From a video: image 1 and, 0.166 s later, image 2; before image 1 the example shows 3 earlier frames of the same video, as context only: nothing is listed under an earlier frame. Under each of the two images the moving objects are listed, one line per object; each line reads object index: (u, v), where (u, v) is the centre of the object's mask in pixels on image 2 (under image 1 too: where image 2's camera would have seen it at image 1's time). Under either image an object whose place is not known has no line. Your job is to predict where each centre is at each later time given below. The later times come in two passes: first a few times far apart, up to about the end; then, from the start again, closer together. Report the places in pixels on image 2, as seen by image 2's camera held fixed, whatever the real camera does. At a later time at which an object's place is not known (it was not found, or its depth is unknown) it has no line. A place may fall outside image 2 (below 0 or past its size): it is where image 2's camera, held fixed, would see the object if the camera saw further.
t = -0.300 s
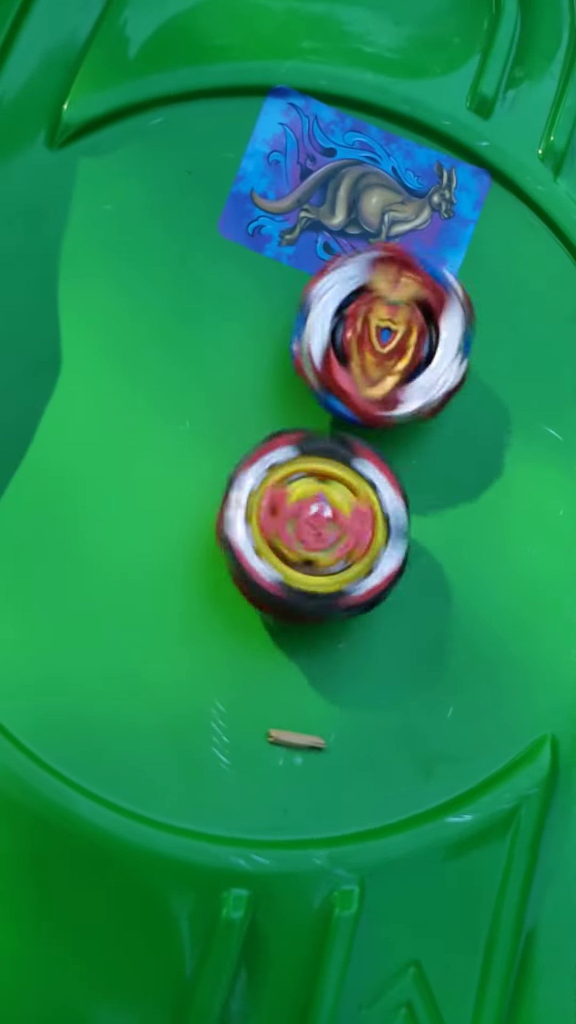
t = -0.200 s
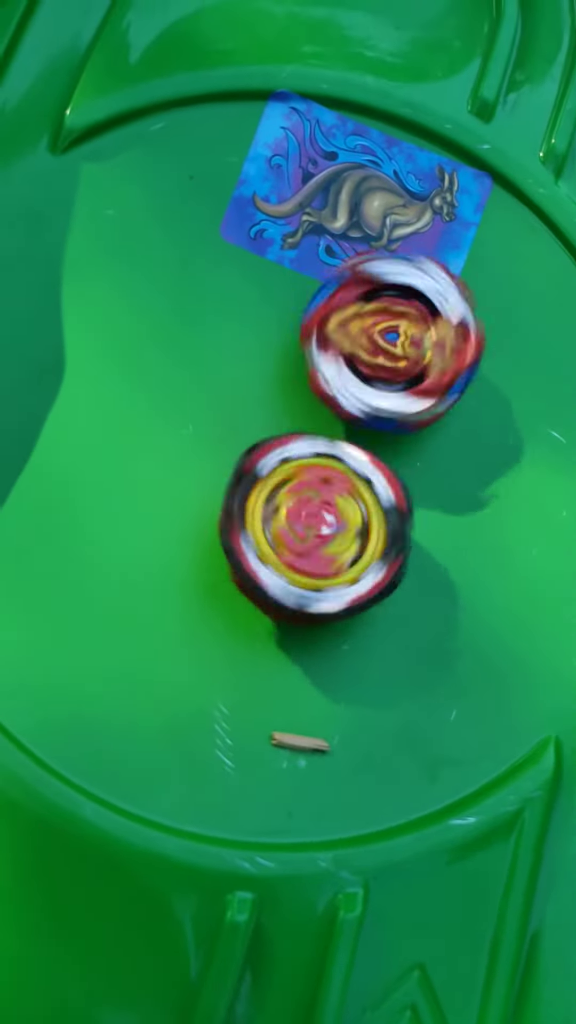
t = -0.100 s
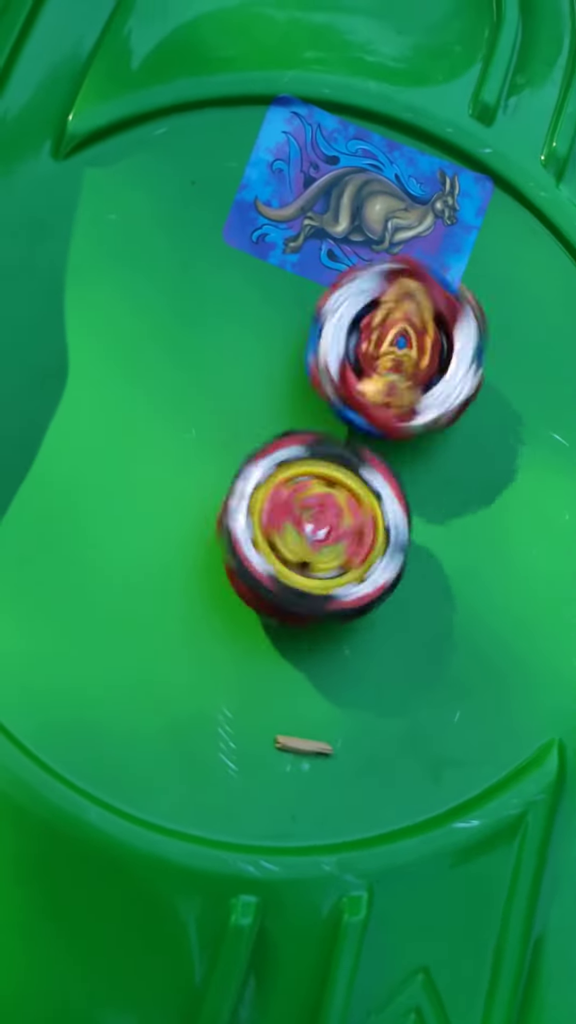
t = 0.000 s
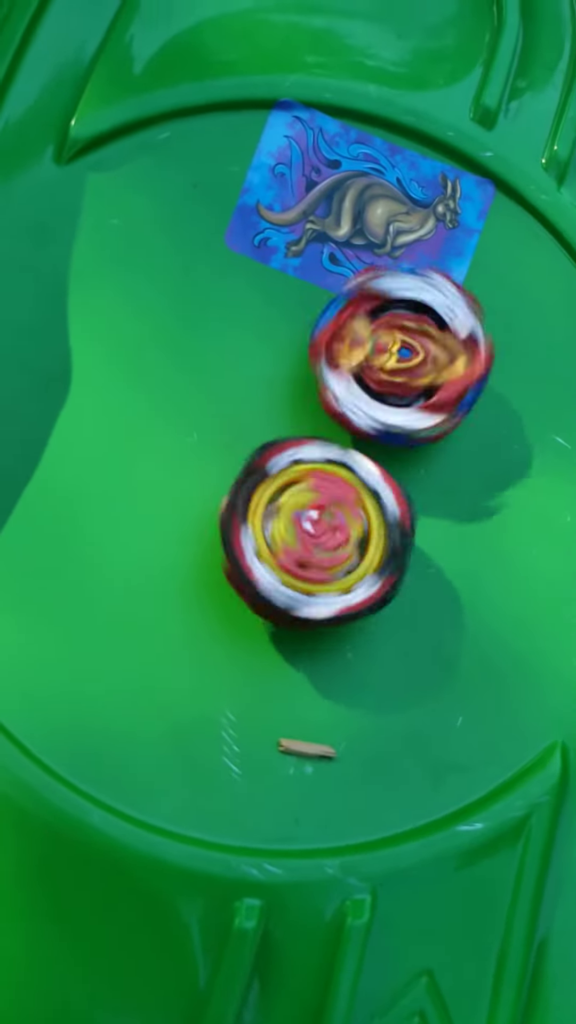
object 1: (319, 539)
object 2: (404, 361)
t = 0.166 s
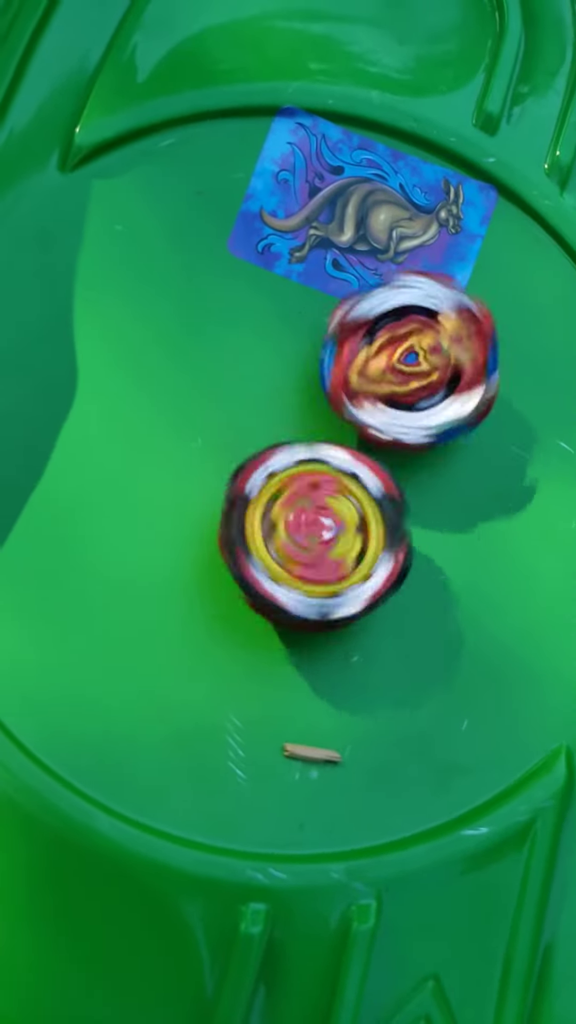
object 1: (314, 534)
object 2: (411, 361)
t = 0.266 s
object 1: (311, 531)
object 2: (415, 366)
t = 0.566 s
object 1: (304, 527)
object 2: (424, 372)
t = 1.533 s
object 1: (291, 504)
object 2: (452, 407)
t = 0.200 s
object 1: (312, 534)
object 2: (413, 362)
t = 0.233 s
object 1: (311, 532)
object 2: (414, 365)
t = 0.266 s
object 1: (311, 531)
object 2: (415, 366)
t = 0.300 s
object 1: (311, 531)
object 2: (416, 367)
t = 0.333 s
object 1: (312, 530)
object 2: (417, 368)
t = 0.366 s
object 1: (311, 531)
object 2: (418, 370)
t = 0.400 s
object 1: (309, 531)
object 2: (418, 371)
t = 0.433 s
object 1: (308, 529)
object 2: (418, 371)
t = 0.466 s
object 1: (307, 528)
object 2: (419, 372)
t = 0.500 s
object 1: (306, 527)
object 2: (420, 372)
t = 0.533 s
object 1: (306, 526)
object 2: (422, 372)
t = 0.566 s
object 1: (304, 527)
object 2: (424, 372)
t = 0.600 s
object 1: (303, 526)
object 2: (426, 374)
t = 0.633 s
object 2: (427, 375)
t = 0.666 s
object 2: (428, 377)
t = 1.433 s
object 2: (450, 402)
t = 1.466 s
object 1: (292, 503)
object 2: (451, 404)
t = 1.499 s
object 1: (292, 504)
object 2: (452, 405)
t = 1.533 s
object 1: (291, 504)
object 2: (452, 407)
